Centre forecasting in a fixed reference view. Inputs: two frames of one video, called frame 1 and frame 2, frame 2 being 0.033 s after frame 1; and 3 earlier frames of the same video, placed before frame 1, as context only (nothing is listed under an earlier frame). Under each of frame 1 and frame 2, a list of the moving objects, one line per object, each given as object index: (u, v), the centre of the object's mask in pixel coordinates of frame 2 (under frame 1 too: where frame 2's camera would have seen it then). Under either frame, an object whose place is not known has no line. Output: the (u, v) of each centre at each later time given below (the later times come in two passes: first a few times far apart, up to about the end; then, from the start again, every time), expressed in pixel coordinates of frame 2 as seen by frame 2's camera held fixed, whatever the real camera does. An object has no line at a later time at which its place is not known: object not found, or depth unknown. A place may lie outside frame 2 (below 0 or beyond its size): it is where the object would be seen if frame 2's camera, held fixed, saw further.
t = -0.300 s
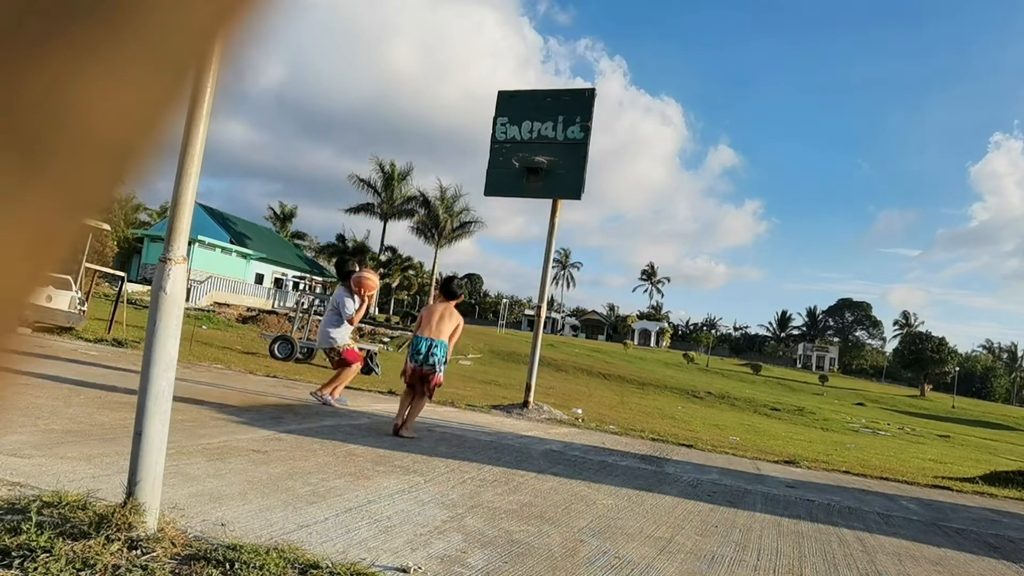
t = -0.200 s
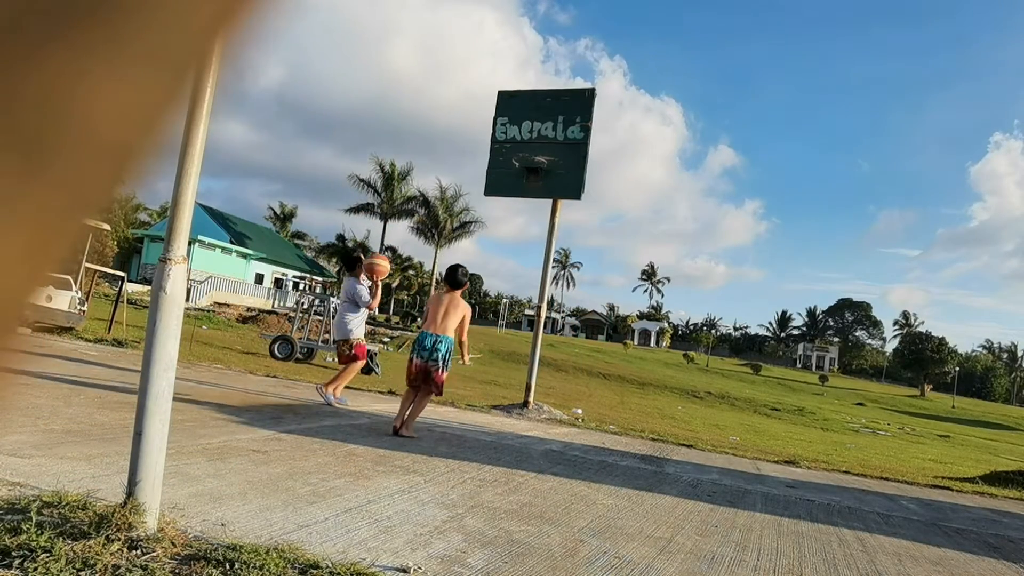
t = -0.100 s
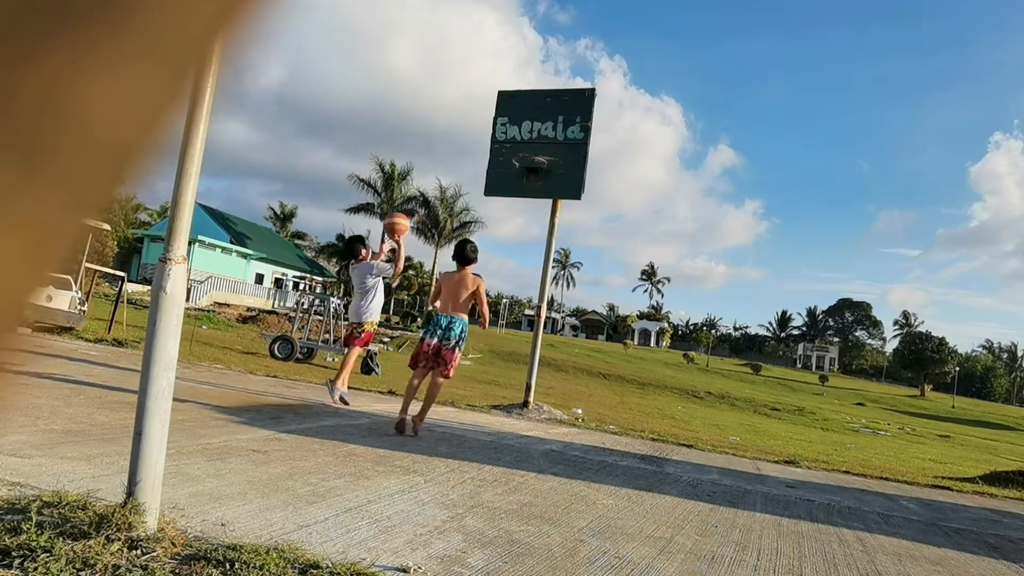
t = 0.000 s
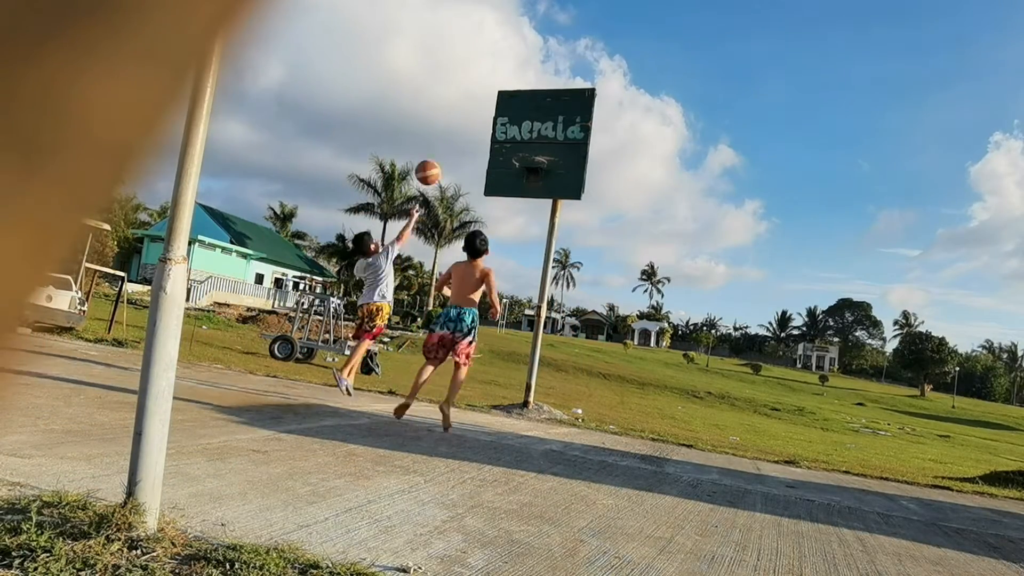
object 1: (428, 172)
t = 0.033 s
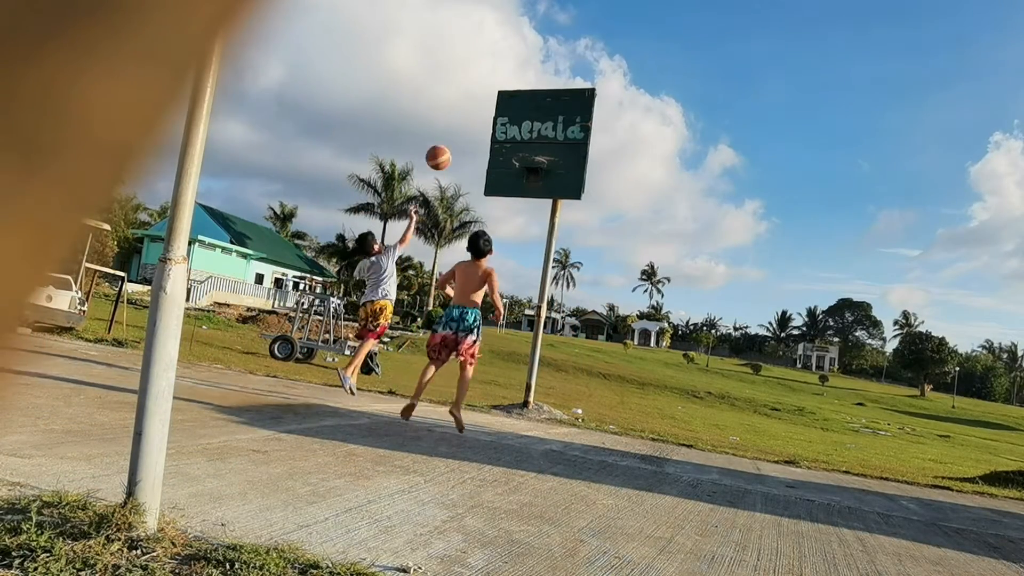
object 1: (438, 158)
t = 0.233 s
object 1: (492, 97)
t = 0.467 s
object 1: (540, 78)
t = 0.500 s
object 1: (545, 79)
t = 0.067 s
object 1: (448, 144)
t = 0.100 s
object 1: (458, 132)
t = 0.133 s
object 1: (466, 121)
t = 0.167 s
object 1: (475, 112)
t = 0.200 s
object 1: (484, 104)
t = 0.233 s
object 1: (492, 97)
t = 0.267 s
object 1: (500, 91)
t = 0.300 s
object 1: (508, 86)
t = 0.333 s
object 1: (515, 83)
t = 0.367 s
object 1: (521, 80)
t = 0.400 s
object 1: (528, 78)
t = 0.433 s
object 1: (534, 78)
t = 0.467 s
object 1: (540, 78)
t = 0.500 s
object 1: (545, 79)
